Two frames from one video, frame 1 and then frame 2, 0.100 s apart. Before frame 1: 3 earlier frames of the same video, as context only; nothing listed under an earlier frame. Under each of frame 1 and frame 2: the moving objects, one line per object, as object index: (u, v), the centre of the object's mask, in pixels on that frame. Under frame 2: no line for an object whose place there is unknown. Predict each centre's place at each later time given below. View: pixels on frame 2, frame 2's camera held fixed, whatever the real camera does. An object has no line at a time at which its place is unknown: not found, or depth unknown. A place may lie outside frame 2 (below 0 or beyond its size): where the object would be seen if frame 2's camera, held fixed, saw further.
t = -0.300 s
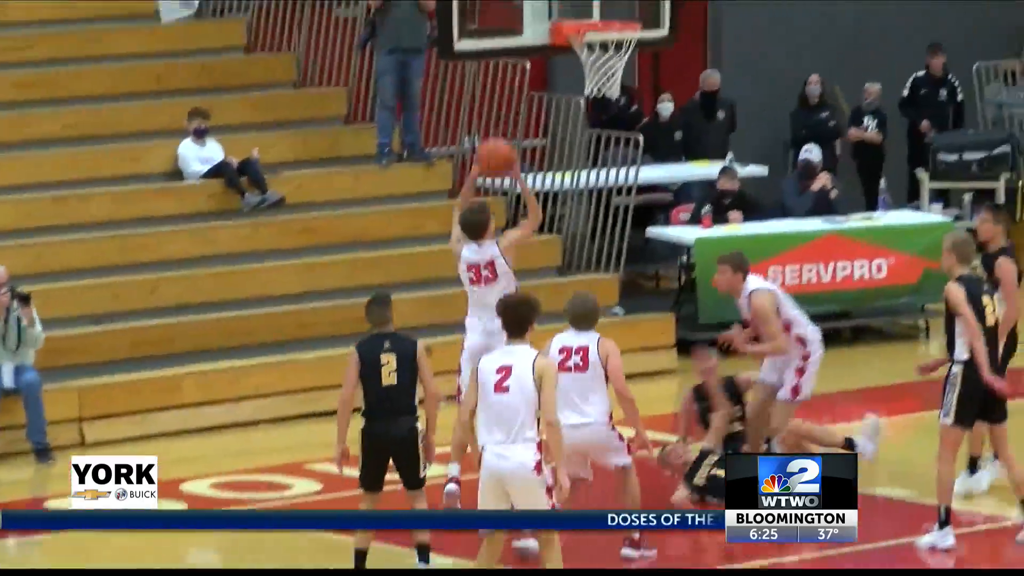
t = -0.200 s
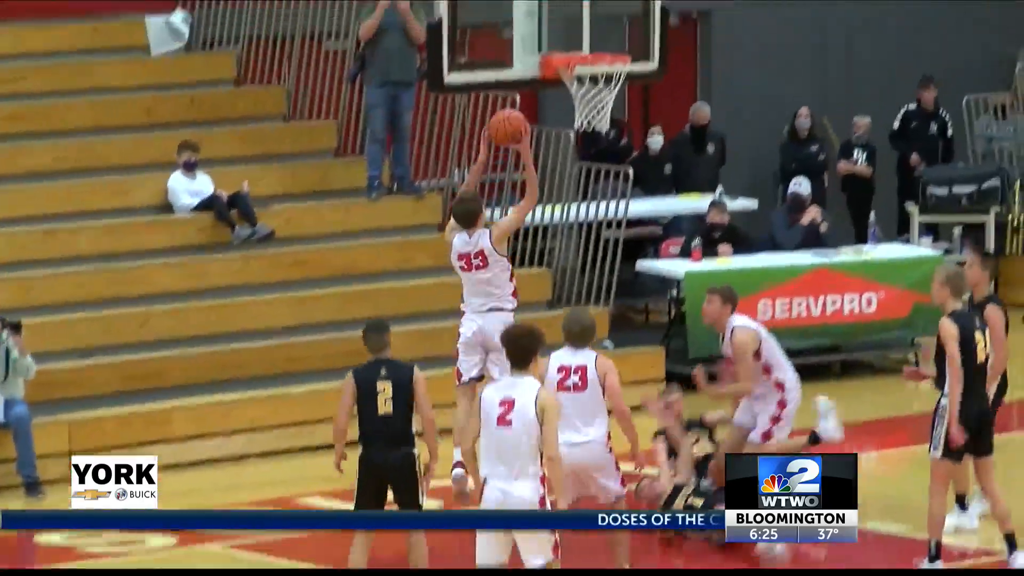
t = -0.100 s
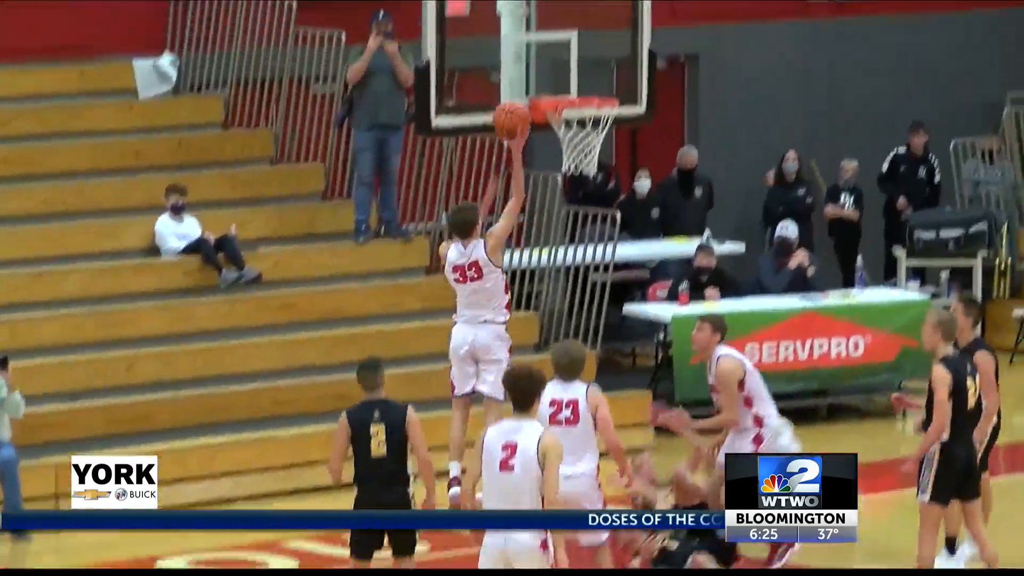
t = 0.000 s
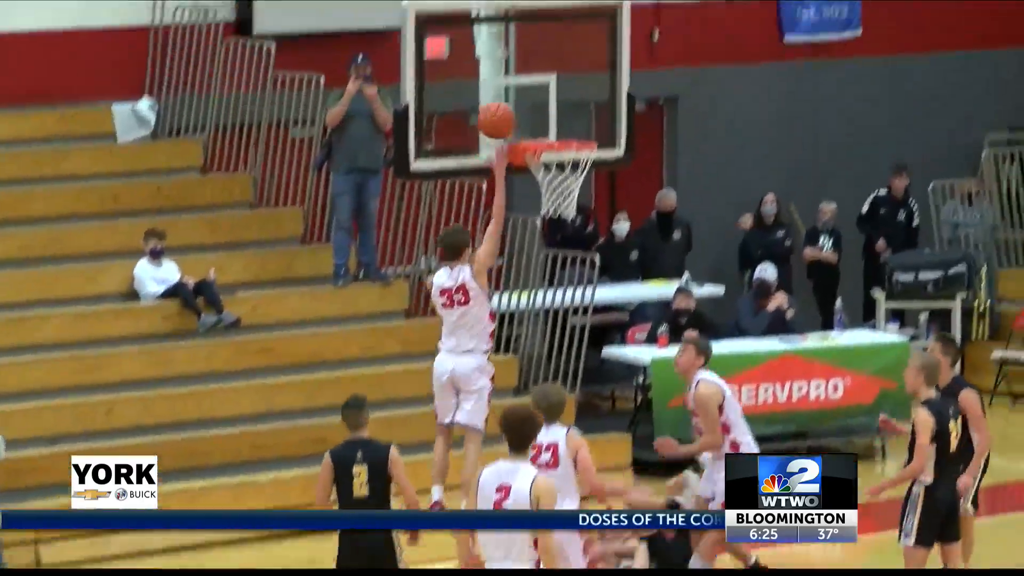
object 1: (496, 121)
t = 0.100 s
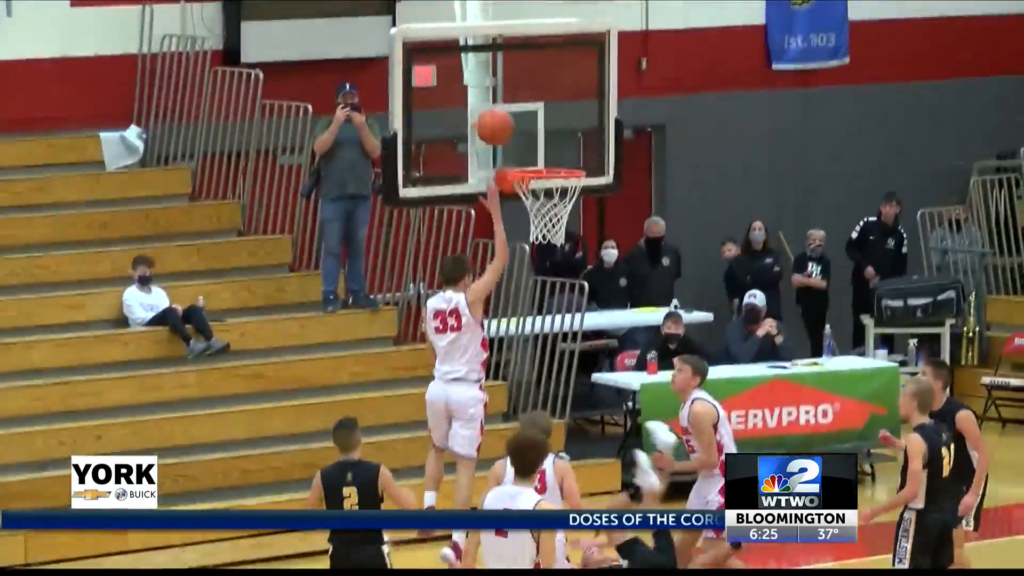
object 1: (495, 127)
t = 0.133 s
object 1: (503, 128)
